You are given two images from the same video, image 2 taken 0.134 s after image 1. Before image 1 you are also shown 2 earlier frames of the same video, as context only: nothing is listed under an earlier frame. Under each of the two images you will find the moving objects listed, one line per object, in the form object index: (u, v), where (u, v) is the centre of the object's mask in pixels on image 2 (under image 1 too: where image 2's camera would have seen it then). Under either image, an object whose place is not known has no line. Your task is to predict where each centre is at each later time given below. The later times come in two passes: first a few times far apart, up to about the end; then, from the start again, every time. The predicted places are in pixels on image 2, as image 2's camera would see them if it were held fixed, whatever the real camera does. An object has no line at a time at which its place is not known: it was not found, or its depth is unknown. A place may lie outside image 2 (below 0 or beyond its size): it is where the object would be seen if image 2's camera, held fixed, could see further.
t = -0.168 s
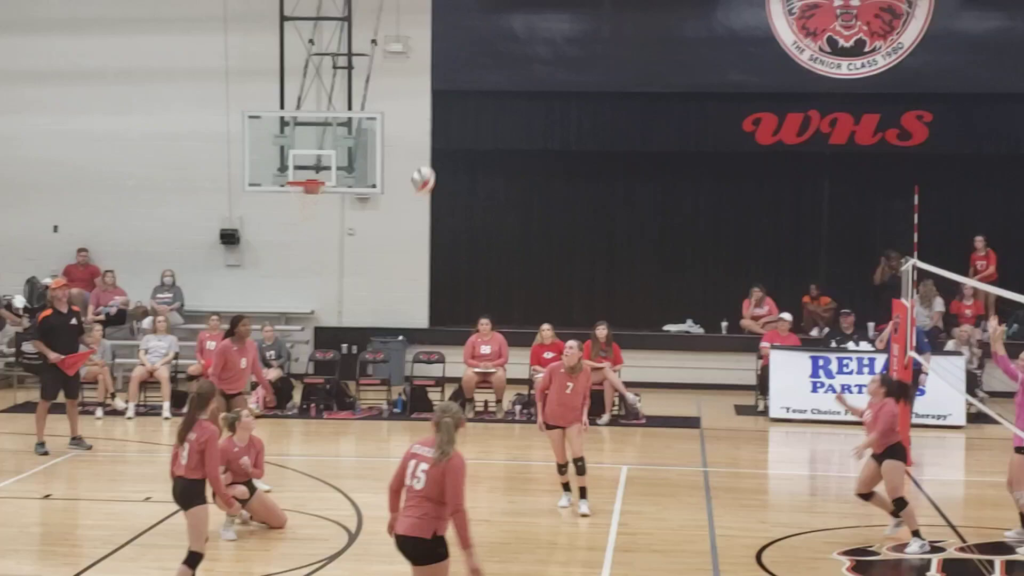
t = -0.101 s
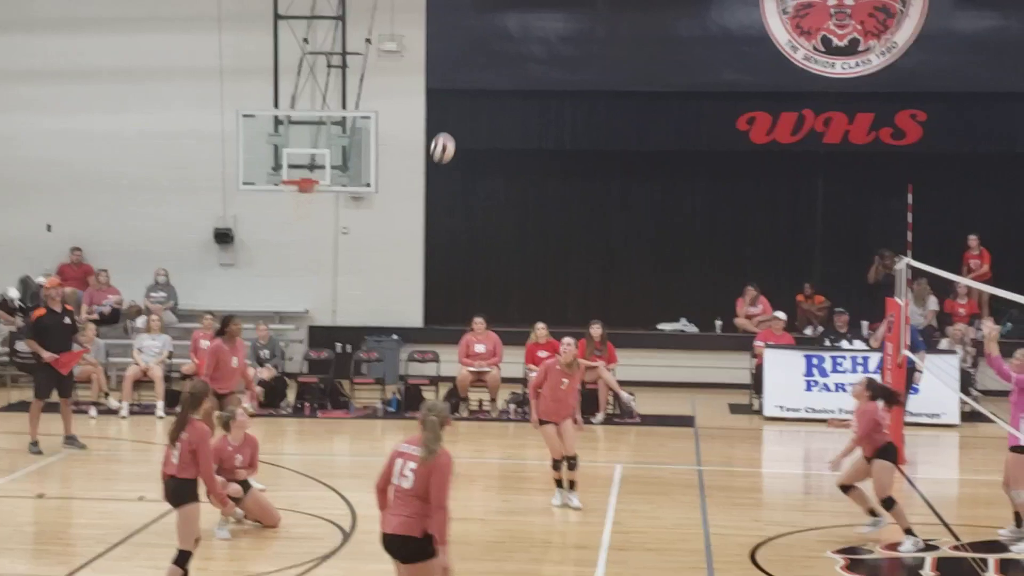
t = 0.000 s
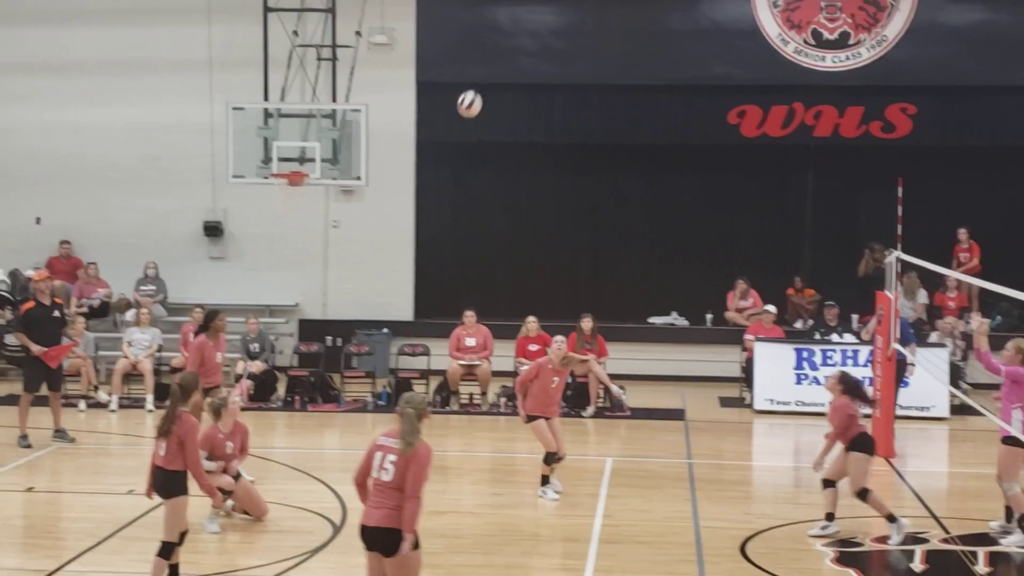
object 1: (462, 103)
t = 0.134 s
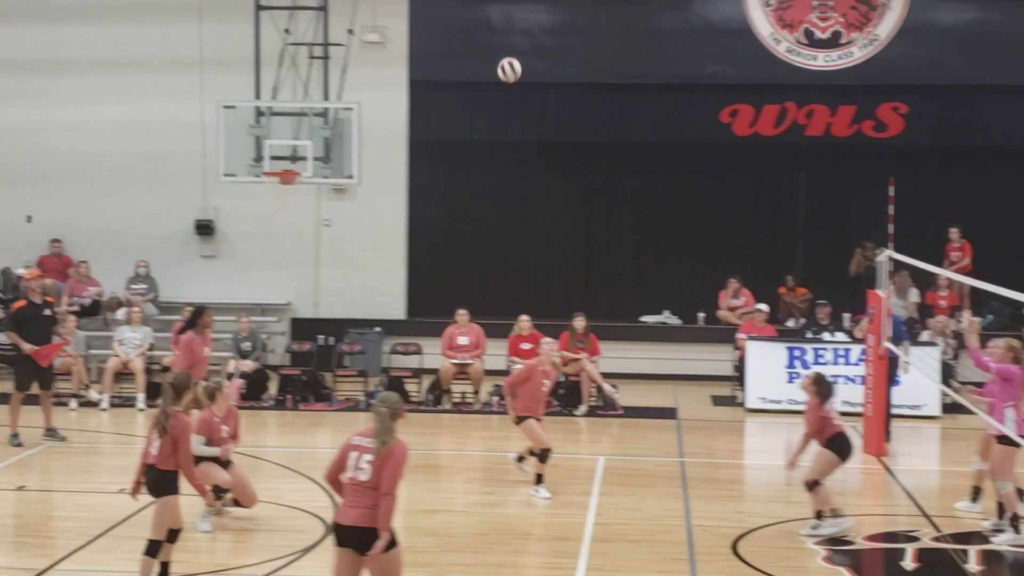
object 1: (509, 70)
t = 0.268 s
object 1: (554, 57)
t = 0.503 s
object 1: (629, 79)
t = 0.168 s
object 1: (521, 65)
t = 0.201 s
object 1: (532, 61)
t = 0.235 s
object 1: (543, 59)
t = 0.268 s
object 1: (554, 57)
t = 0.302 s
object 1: (565, 57)
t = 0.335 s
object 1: (576, 58)
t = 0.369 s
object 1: (586, 60)
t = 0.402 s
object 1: (597, 63)
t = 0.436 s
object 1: (607, 68)
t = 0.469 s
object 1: (618, 73)
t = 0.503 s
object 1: (629, 79)
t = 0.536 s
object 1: (638, 87)
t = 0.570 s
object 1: (648, 96)
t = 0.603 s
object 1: (658, 105)
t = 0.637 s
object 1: (668, 116)
